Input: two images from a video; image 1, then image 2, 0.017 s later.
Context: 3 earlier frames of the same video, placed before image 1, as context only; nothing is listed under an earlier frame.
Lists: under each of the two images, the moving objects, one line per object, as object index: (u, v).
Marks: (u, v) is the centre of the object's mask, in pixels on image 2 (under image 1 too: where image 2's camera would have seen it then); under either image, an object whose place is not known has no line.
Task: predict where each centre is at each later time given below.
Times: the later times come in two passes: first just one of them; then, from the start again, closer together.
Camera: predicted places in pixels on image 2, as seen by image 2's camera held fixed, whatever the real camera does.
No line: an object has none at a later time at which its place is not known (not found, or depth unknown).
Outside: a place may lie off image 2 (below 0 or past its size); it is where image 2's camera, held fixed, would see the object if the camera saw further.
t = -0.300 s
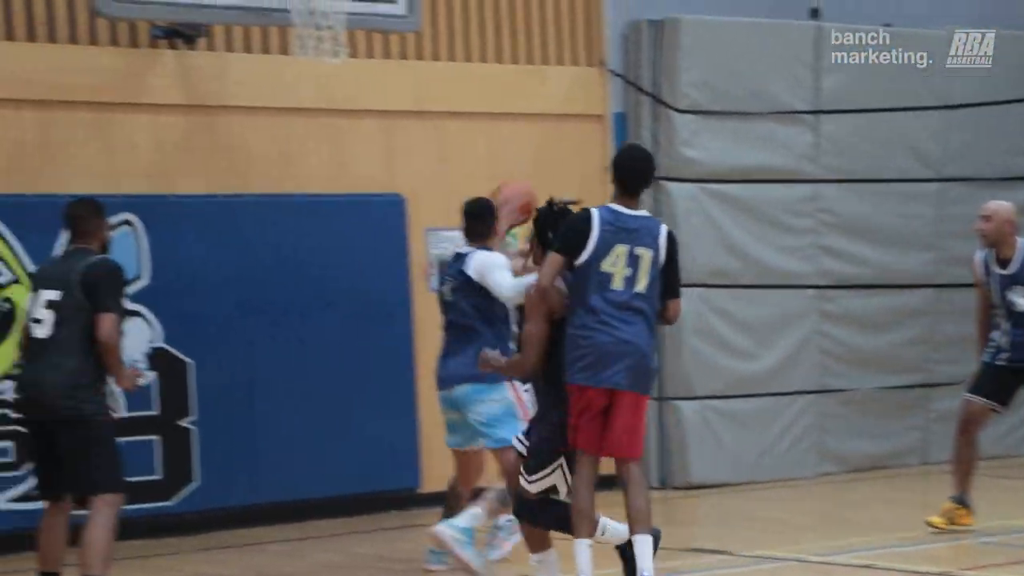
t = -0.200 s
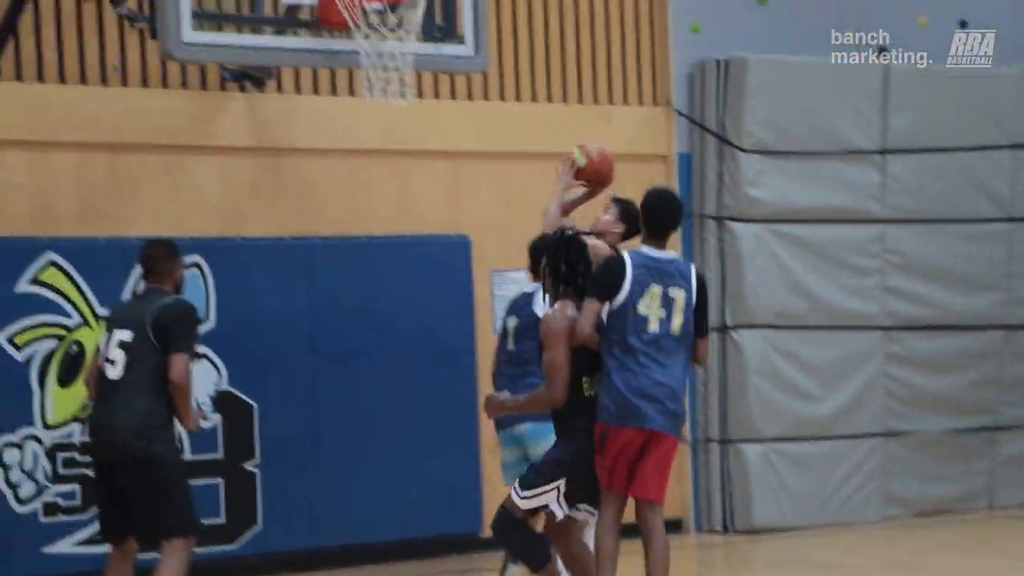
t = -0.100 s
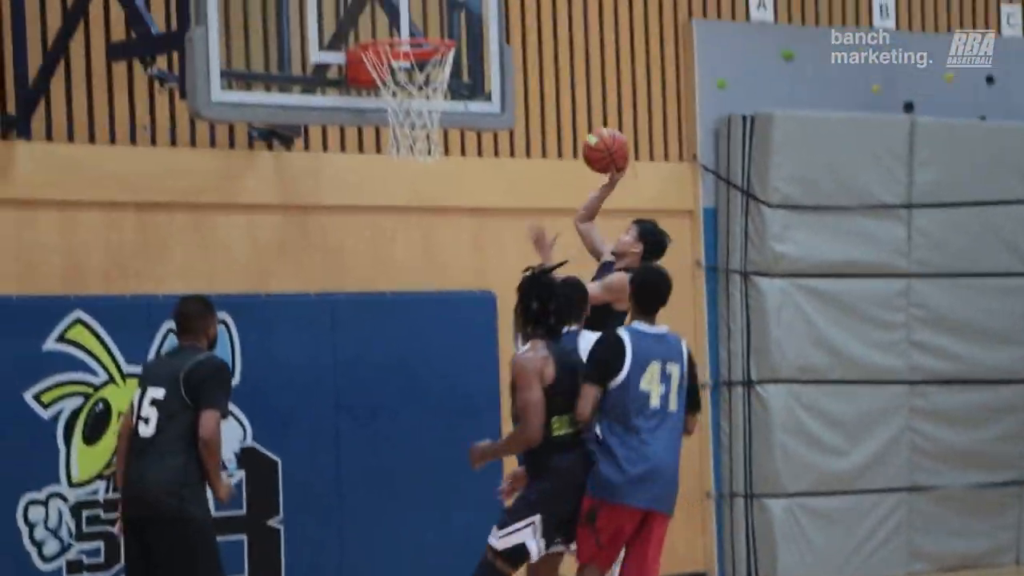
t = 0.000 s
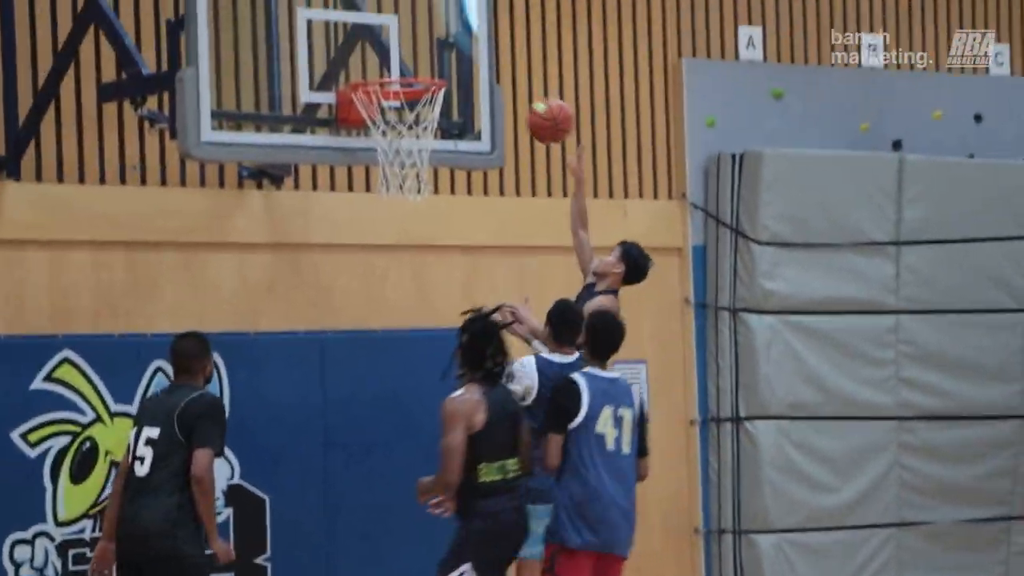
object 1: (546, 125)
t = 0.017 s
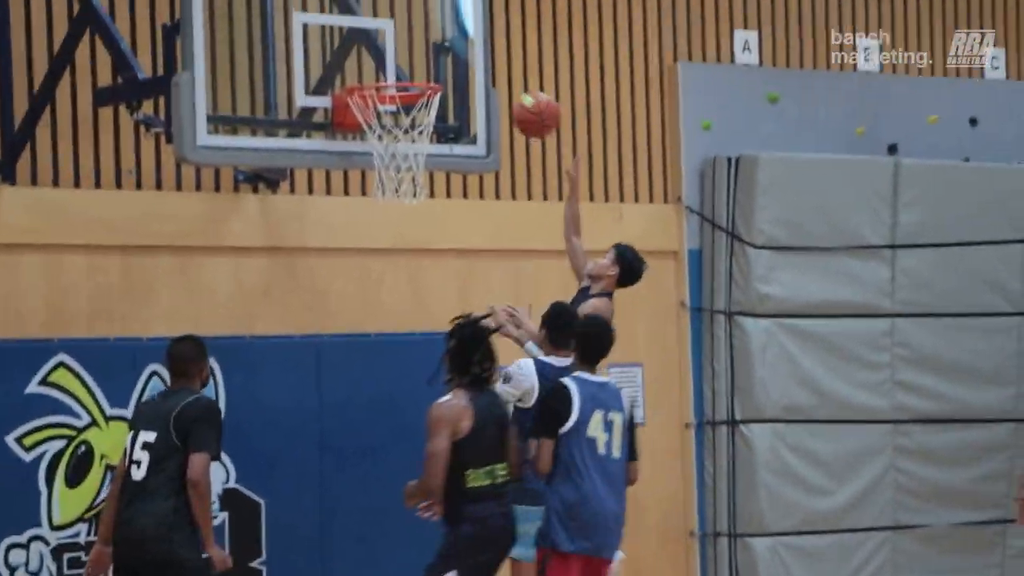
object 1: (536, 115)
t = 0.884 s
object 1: (384, 145)
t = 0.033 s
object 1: (527, 105)
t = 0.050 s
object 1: (518, 97)
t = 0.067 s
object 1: (508, 89)
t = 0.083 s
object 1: (499, 80)
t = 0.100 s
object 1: (489, 73)
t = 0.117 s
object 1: (480, 67)
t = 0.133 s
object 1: (470, 61)
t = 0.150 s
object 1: (460, 55)
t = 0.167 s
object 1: (451, 51)
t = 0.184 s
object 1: (442, 46)
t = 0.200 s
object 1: (433, 42)
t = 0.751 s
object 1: (382, 103)
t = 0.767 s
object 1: (381, 107)
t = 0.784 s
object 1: (382, 111)
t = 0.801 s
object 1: (384, 115)
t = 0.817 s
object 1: (382, 120)
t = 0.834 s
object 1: (383, 127)
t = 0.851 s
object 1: (384, 133)
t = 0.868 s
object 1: (384, 140)
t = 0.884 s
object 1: (384, 145)
